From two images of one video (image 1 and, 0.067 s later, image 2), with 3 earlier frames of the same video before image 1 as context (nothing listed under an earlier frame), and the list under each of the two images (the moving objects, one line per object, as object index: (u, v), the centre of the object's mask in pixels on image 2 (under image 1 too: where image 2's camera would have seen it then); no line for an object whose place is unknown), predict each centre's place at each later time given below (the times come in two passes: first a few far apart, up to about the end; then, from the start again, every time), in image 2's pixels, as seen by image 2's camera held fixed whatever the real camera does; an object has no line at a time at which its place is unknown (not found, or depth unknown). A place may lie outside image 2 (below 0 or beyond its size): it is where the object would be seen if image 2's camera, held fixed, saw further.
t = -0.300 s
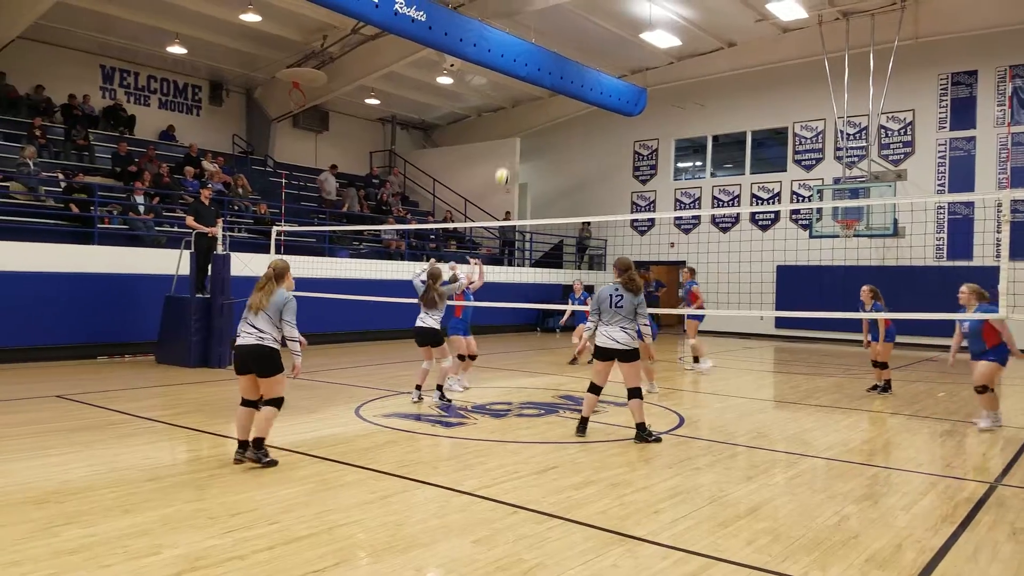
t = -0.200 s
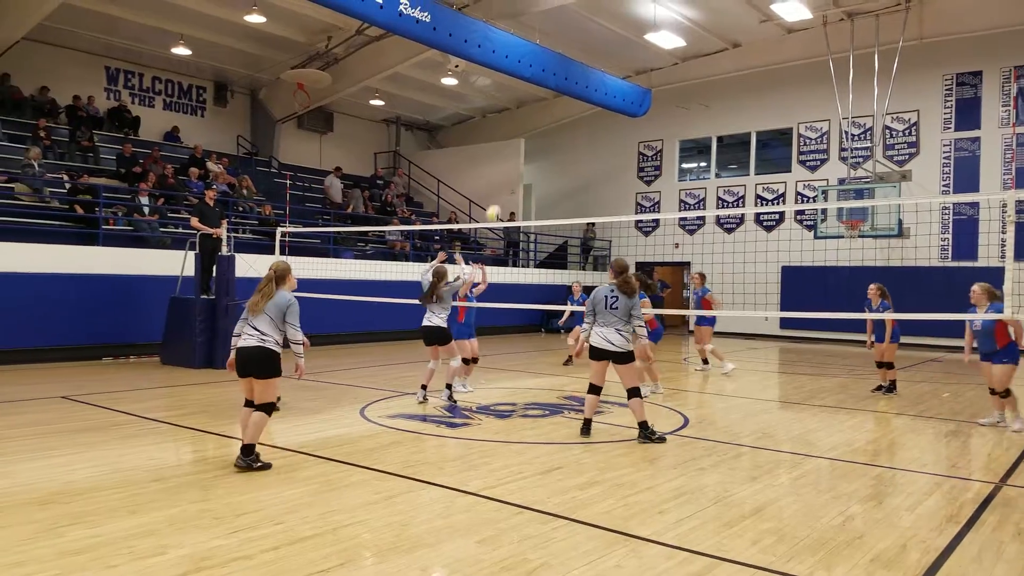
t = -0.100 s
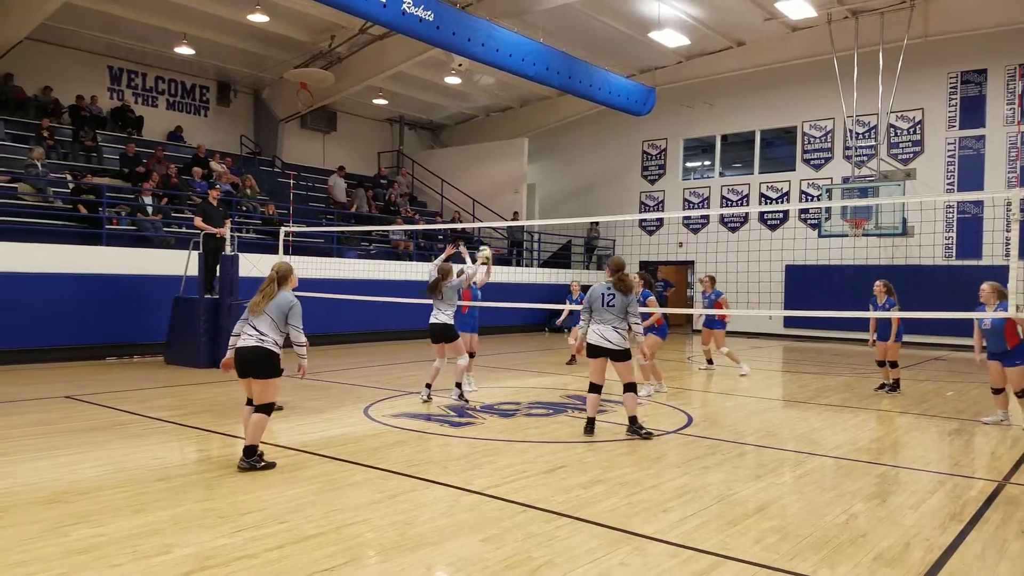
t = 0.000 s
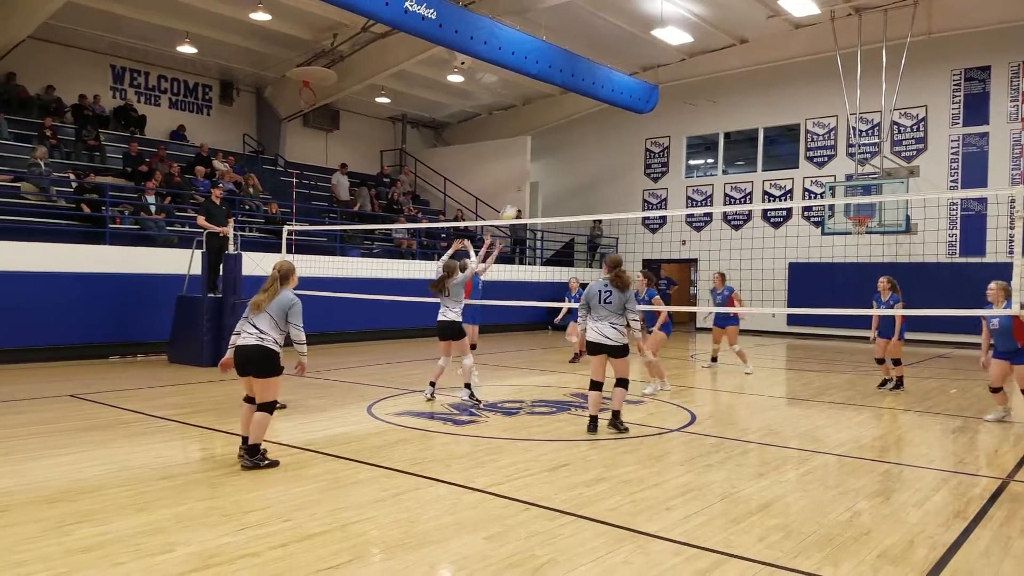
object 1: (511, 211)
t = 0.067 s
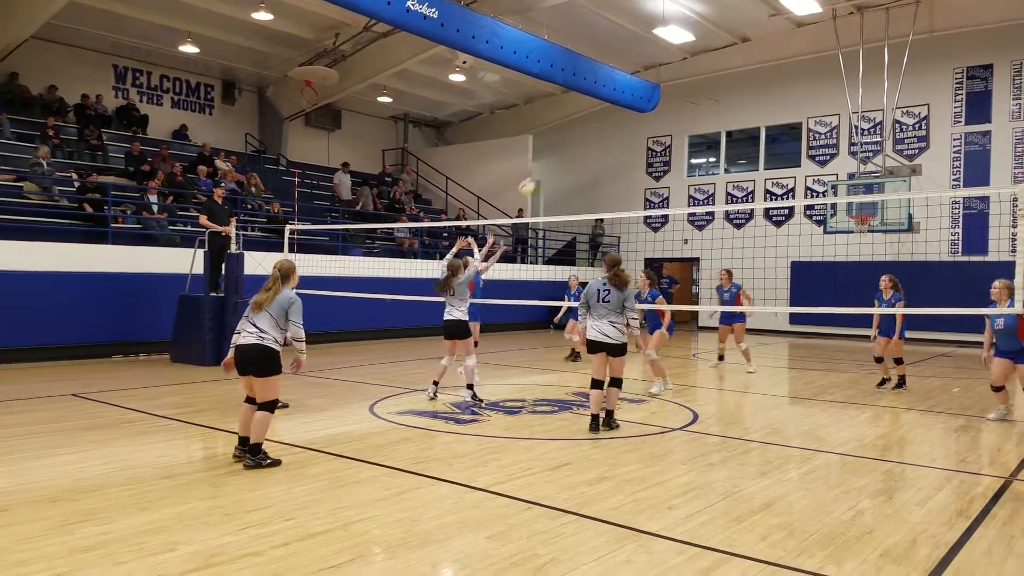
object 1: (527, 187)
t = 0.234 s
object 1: (567, 137)
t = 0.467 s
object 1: (627, 101)
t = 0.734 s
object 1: (689, 110)
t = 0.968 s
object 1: (742, 165)
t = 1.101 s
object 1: (772, 217)
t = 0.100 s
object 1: (536, 175)
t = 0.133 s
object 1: (544, 164)
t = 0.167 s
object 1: (552, 154)
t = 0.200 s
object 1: (560, 146)
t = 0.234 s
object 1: (567, 137)
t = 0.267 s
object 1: (576, 129)
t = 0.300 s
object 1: (584, 122)
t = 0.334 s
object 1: (592, 116)
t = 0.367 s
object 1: (601, 111)
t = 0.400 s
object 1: (610, 107)
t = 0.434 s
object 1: (619, 104)
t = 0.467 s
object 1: (627, 101)
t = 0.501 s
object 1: (635, 99)
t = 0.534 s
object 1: (642, 98)
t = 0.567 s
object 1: (650, 98)
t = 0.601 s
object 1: (658, 98)
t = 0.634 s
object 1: (665, 100)
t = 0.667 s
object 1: (673, 103)
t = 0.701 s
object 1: (681, 106)
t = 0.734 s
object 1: (689, 110)
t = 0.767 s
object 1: (697, 115)
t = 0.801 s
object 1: (705, 121)
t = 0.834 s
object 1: (712, 128)
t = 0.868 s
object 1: (719, 136)
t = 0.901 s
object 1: (727, 145)
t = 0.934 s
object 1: (734, 155)
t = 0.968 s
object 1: (742, 165)
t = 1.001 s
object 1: (750, 176)
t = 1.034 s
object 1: (757, 189)
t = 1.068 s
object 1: (766, 197)
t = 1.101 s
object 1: (772, 217)
